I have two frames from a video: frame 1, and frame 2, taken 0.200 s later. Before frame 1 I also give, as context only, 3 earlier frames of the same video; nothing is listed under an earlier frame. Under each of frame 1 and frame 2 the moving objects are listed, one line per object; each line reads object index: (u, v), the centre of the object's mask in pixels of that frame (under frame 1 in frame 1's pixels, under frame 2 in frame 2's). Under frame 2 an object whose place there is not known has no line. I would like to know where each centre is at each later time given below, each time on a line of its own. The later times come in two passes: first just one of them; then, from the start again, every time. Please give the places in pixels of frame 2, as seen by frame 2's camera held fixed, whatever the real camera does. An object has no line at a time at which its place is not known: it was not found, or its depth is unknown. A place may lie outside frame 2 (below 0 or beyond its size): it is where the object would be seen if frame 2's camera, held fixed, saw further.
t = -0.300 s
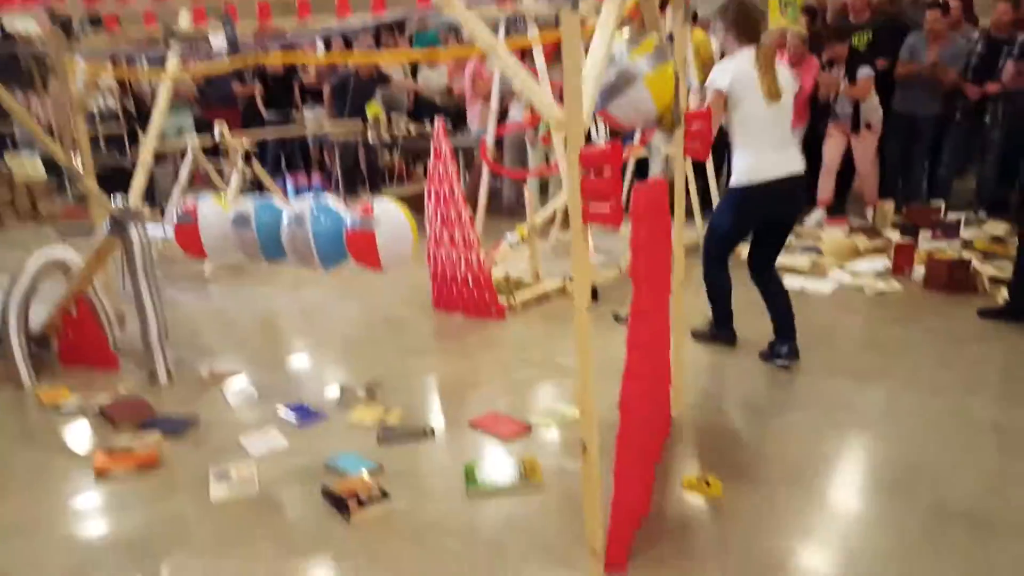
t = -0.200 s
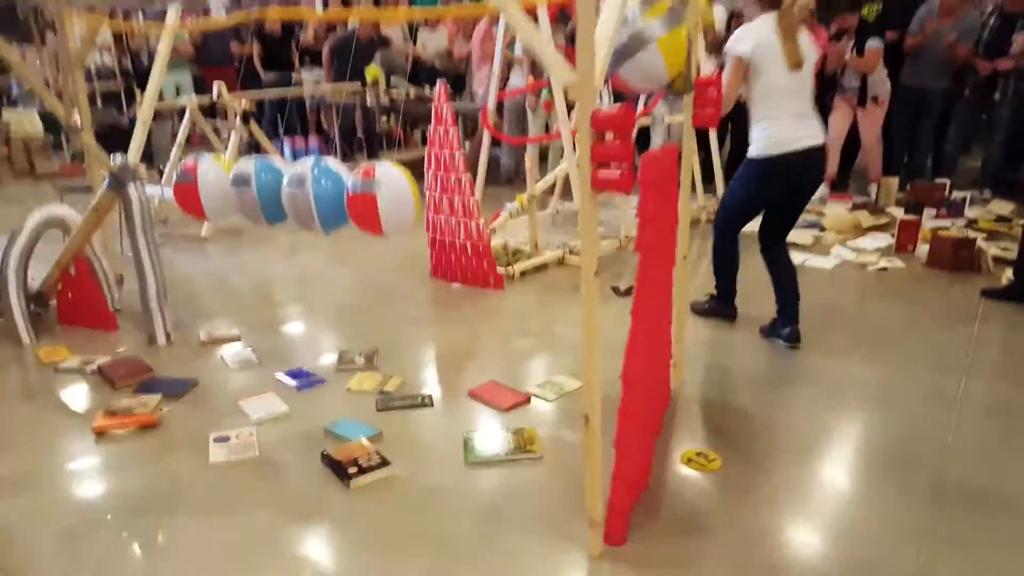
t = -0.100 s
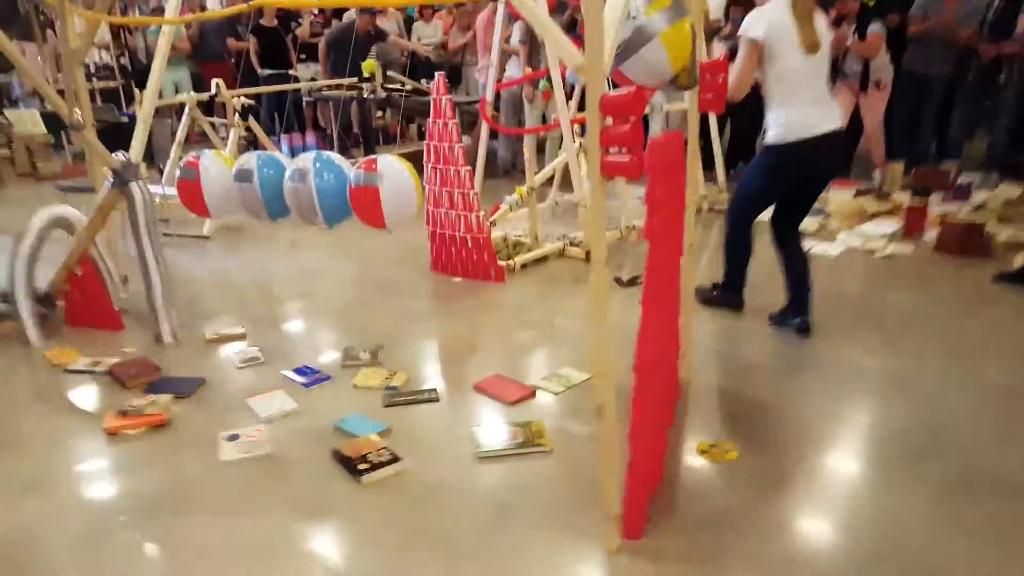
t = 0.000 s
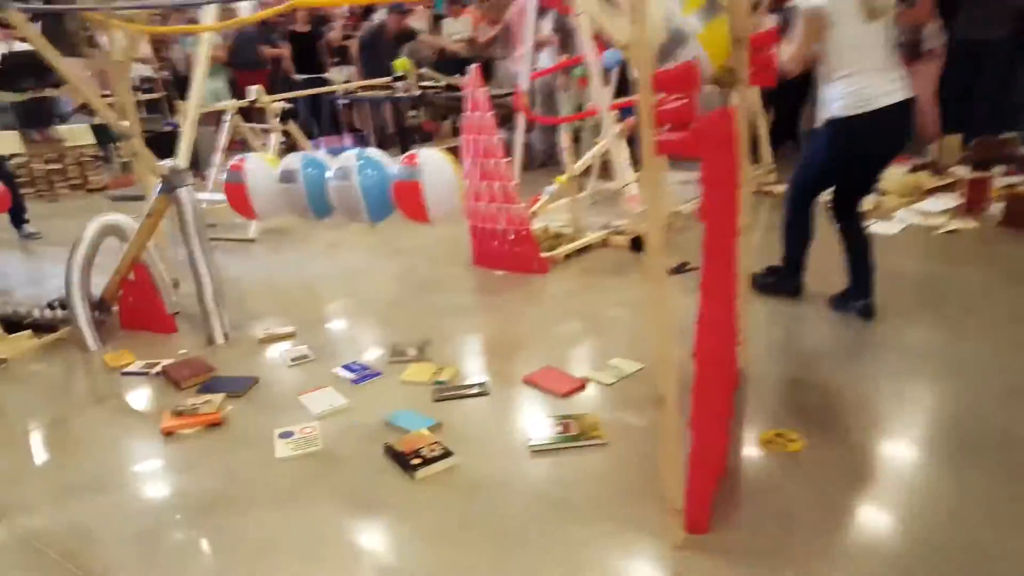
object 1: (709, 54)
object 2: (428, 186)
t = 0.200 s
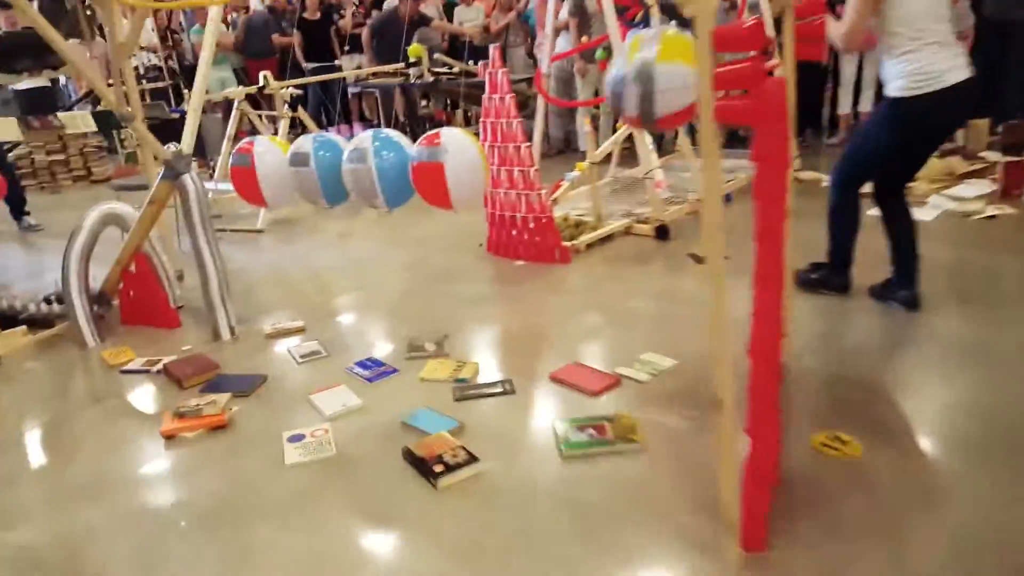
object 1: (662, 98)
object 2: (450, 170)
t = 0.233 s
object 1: (652, 107)
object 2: (449, 169)
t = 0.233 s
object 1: (652, 107)
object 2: (449, 169)
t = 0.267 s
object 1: (646, 118)
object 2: (447, 168)
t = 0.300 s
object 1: (625, 135)
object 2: (449, 169)
